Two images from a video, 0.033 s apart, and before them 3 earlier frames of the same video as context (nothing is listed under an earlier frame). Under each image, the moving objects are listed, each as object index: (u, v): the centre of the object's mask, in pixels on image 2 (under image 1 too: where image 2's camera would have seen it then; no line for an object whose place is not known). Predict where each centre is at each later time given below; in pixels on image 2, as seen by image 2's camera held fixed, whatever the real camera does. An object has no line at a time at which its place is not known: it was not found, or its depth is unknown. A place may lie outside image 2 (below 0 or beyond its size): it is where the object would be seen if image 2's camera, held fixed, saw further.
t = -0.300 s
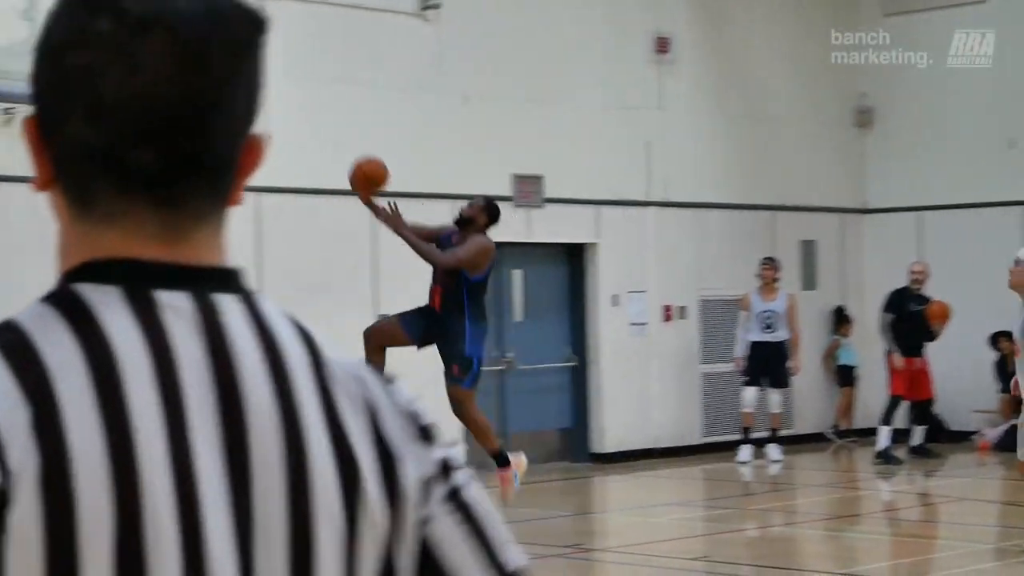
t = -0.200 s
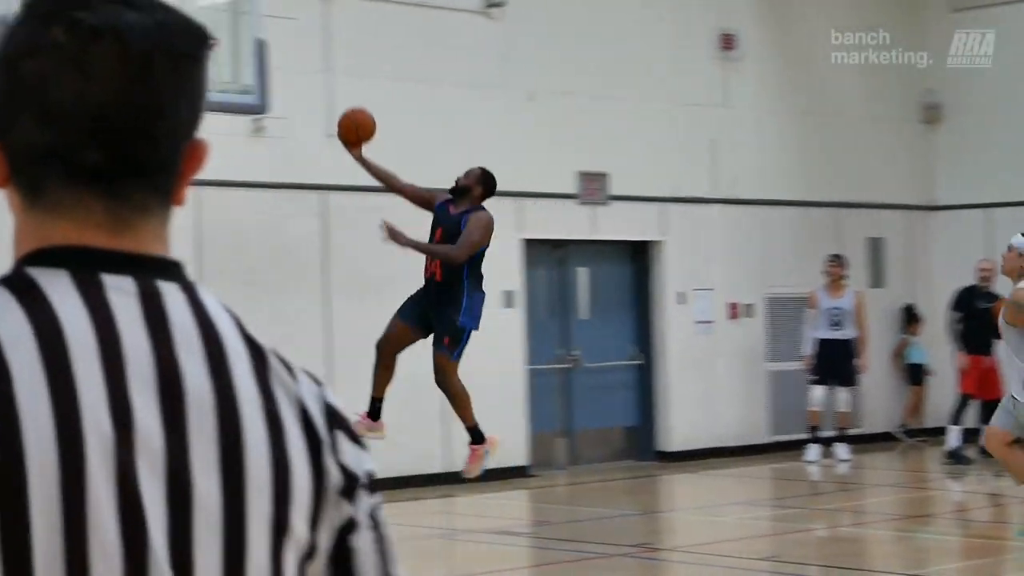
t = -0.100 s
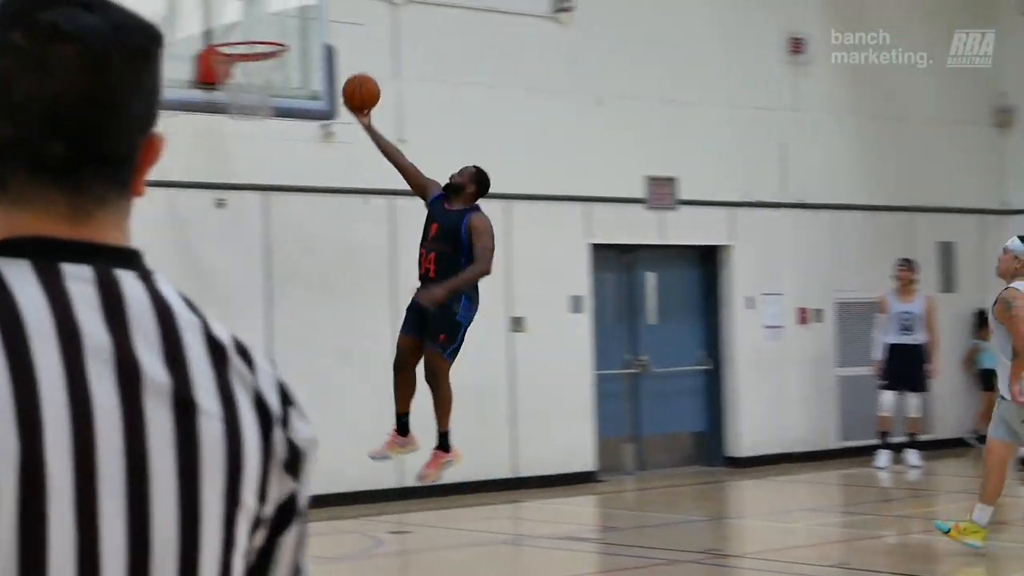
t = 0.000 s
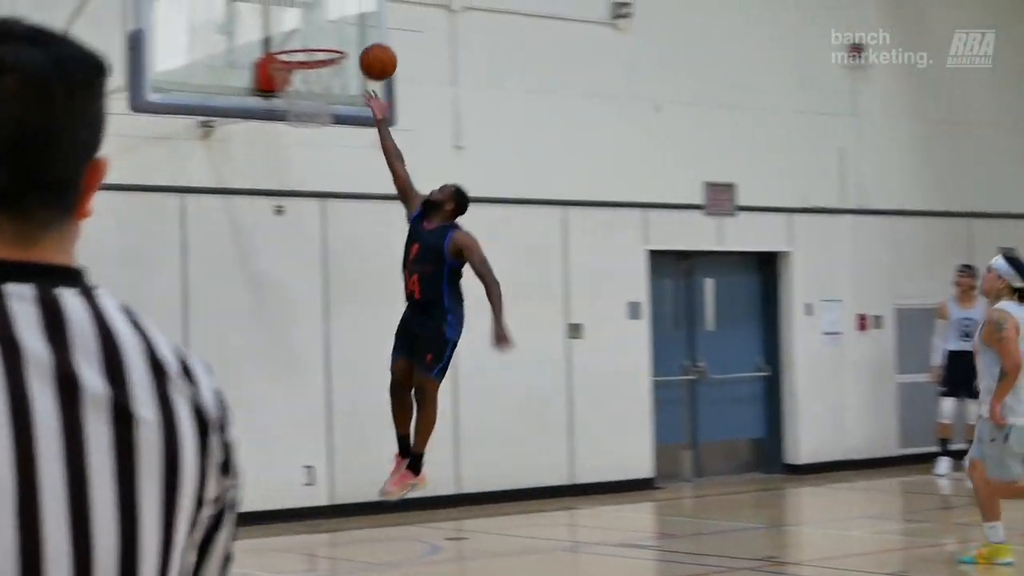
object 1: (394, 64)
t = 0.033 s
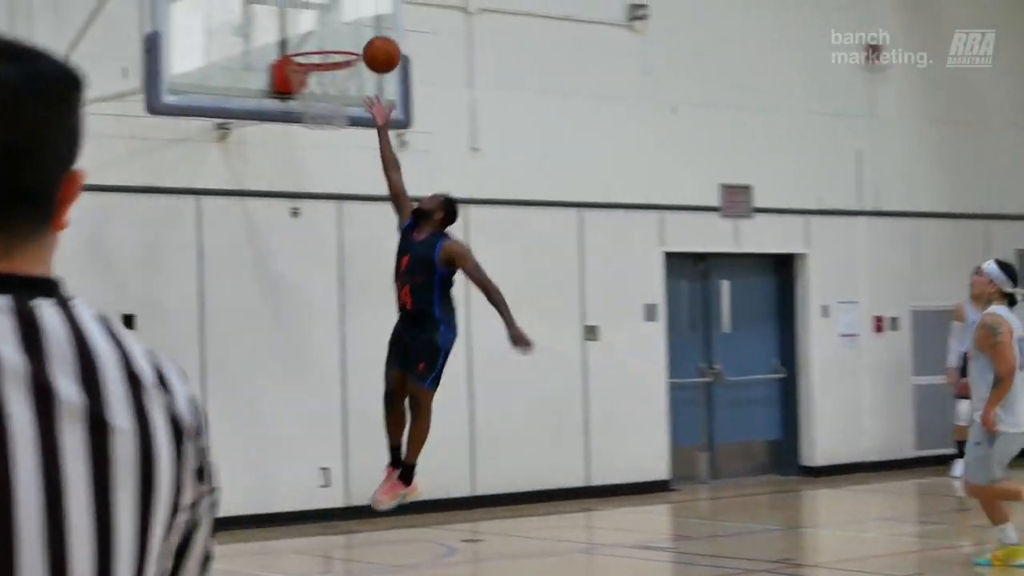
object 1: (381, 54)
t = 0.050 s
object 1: (375, 51)
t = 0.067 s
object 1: (369, 47)
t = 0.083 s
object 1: (363, 44)
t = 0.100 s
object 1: (356, 41)
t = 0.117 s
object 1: (350, 38)
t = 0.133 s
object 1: (345, 36)
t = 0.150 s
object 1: (343, 34)
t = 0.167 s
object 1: (343, 32)
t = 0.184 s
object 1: (342, 30)
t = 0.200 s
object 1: (342, 29)
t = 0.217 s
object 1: (341, 28)
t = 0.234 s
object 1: (341, 28)
